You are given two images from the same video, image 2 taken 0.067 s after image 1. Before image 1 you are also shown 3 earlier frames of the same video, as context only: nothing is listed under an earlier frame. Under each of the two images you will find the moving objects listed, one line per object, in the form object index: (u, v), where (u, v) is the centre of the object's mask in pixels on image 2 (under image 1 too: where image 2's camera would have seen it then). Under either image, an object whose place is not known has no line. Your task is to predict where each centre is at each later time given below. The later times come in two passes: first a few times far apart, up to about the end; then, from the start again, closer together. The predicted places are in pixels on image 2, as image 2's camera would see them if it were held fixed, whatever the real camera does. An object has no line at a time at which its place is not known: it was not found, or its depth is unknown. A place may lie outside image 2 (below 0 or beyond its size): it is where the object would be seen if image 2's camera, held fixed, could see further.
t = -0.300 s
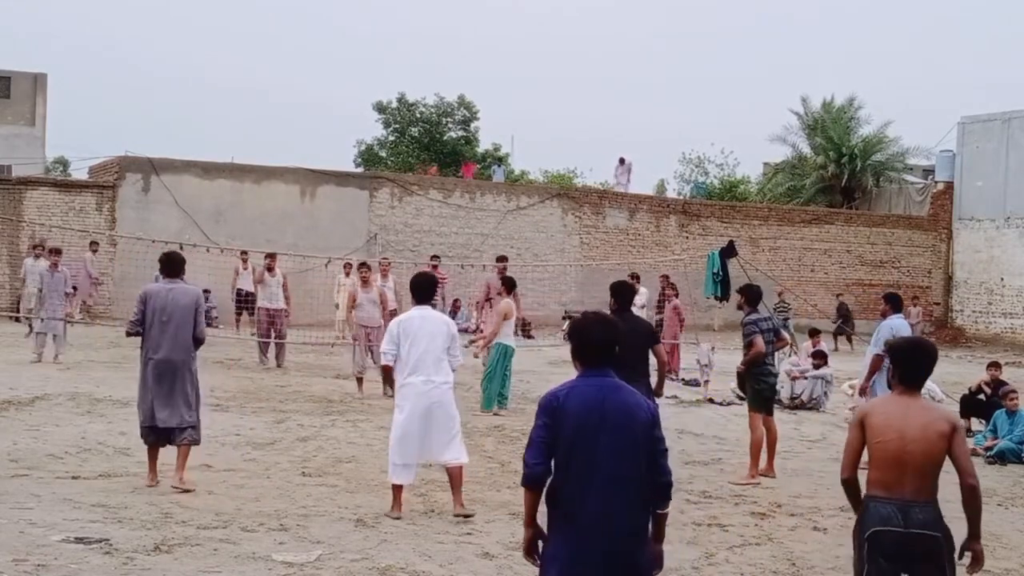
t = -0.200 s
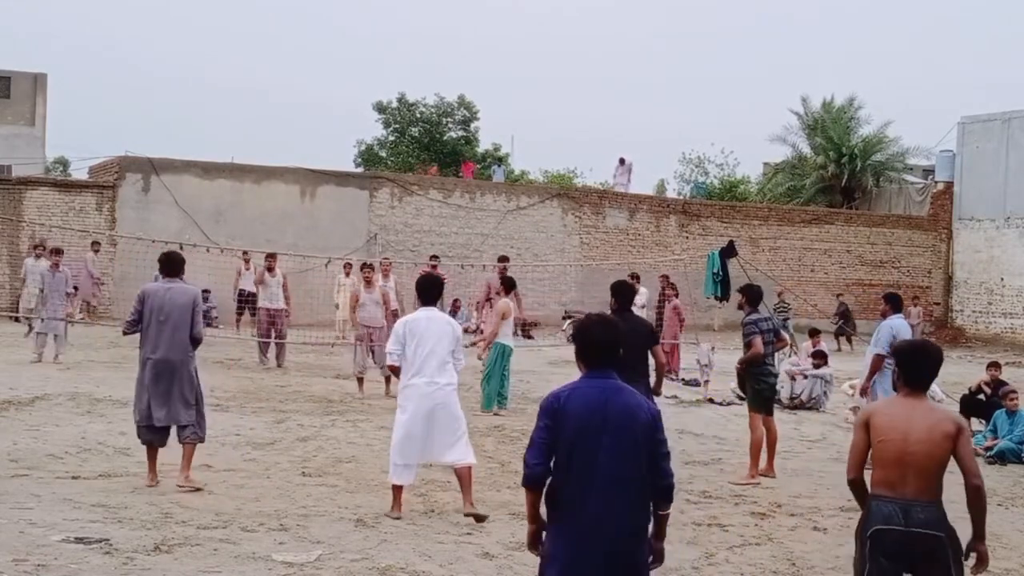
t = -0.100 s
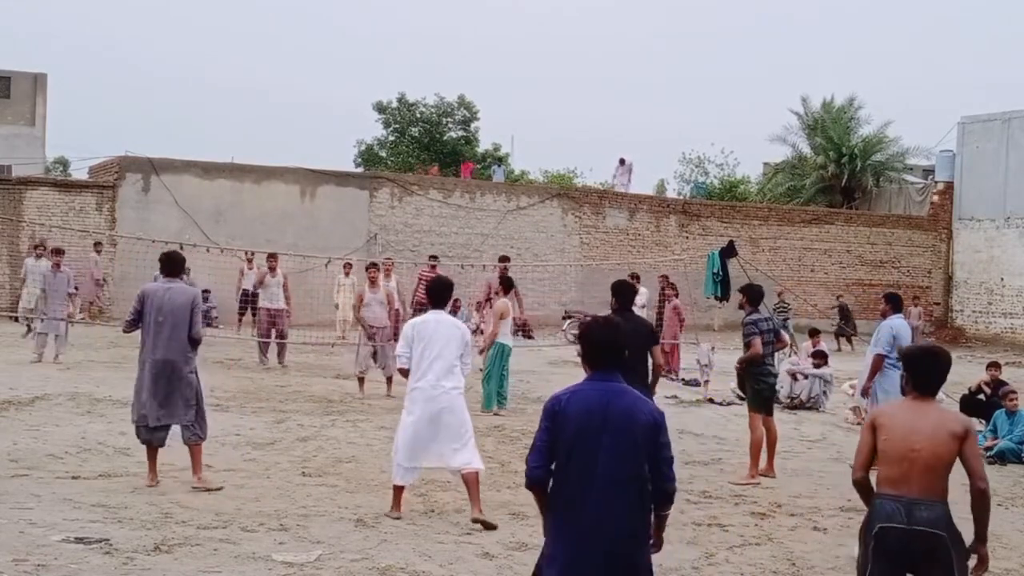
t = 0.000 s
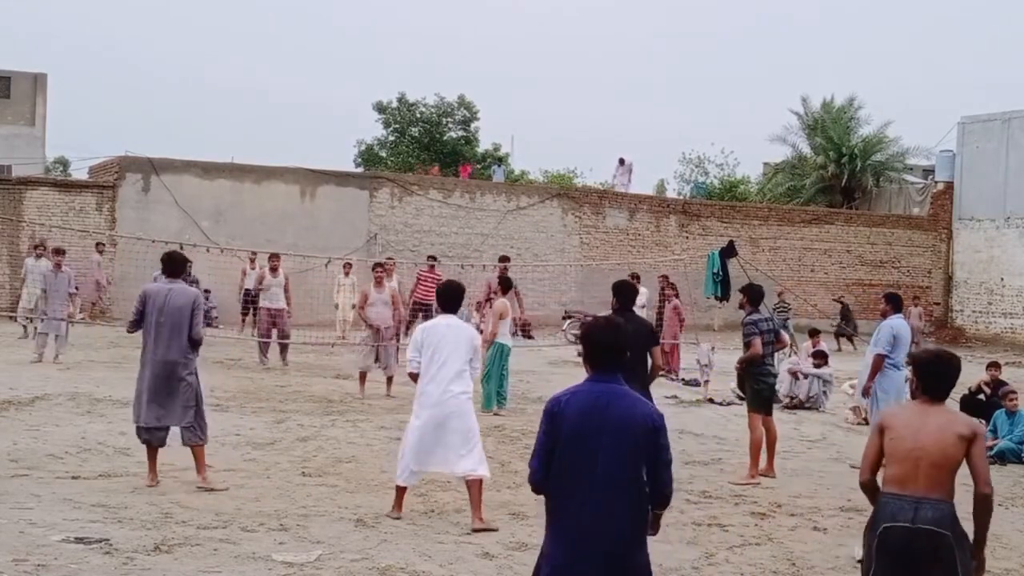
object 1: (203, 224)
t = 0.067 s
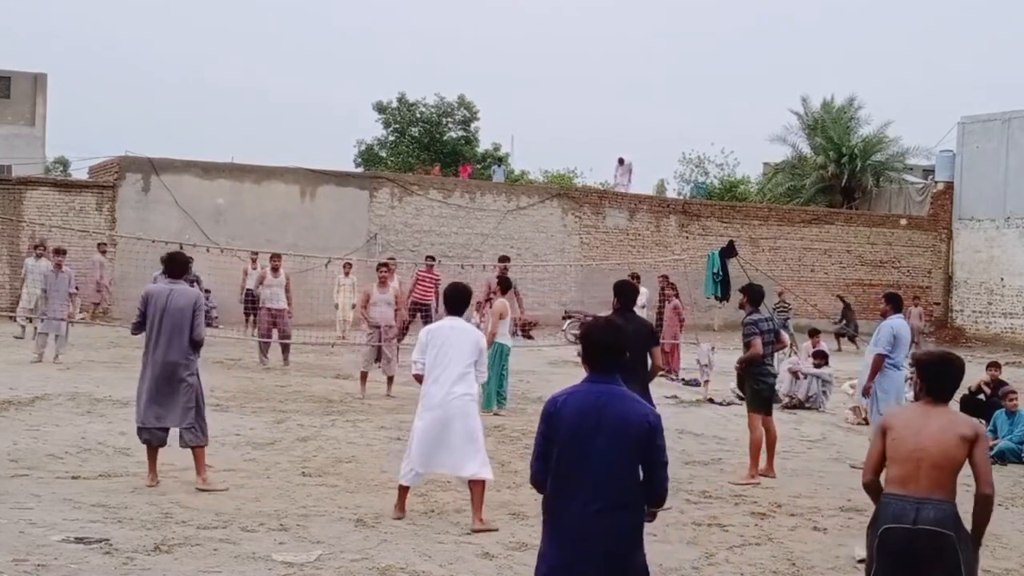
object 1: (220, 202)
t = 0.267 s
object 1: (260, 140)
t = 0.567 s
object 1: (312, 66)
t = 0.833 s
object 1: (358, 22)
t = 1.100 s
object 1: (396, 50)
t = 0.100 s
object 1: (225, 191)
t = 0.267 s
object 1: (260, 140)
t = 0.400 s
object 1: (281, 109)
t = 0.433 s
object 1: (287, 100)
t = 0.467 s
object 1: (294, 91)
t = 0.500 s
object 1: (300, 82)
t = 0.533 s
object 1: (306, 74)
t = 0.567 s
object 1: (312, 66)
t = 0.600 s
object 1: (319, 59)
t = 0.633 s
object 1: (325, 52)
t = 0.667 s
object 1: (330, 46)
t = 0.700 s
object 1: (336, 40)
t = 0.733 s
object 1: (341, 34)
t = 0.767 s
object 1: (347, 29)
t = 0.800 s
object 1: (352, 26)
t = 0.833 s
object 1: (358, 22)
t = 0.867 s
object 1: (363, 21)
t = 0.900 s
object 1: (368, 20)
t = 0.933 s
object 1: (373, 20)
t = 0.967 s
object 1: (378, 23)
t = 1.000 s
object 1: (382, 27)
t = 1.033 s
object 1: (387, 32)
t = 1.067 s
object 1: (392, 40)
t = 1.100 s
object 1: (396, 50)
